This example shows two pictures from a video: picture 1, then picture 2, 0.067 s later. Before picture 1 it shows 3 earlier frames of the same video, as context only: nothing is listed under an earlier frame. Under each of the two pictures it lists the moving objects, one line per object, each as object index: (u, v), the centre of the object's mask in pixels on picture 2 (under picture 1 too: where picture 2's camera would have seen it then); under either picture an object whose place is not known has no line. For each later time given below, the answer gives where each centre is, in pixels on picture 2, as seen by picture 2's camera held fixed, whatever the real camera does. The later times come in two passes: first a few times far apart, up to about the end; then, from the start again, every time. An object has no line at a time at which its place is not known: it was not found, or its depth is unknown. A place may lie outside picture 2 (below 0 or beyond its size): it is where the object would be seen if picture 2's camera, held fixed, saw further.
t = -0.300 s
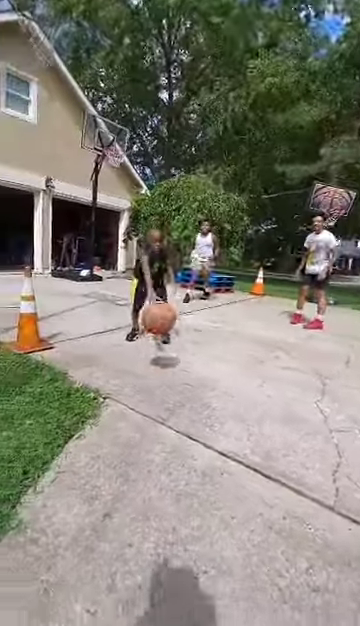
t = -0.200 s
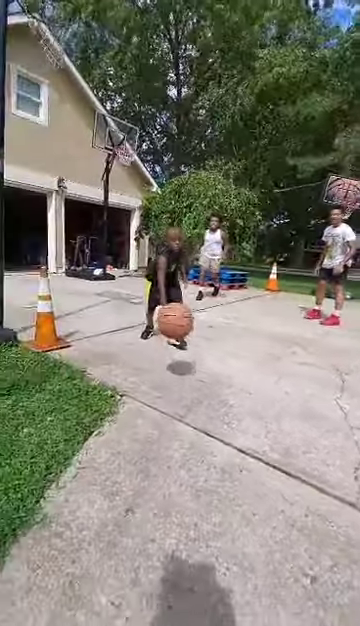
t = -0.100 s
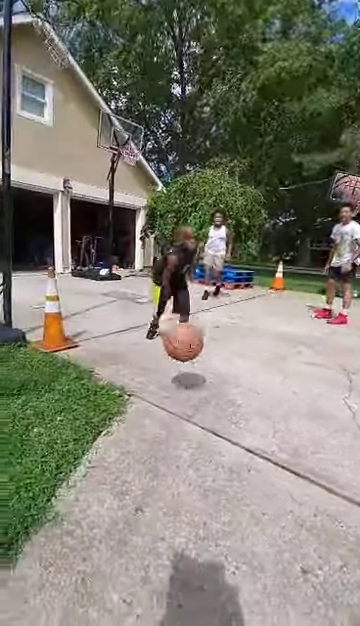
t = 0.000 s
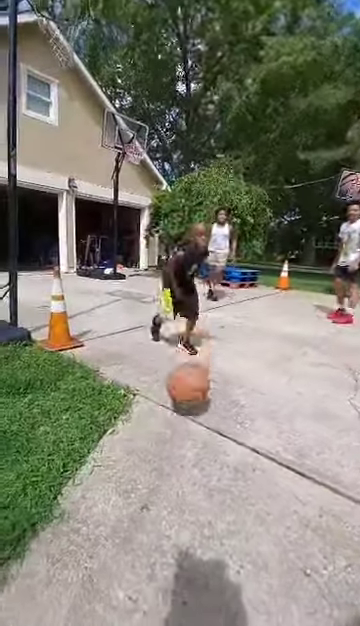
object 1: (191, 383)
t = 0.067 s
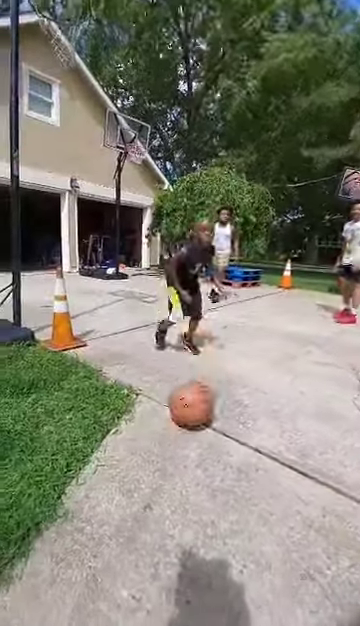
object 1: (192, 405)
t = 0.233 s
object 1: (197, 392)
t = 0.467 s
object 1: (202, 505)
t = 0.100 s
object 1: (193, 402)
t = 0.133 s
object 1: (194, 392)
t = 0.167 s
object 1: (195, 391)
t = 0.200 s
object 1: (196, 391)
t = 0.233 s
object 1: (197, 392)
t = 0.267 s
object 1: (198, 395)
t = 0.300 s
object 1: (199, 403)
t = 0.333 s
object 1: (199, 412)
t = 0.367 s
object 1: (201, 428)
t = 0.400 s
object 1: (201, 448)
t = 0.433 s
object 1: (201, 474)
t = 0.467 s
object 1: (202, 505)
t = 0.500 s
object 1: (203, 544)
